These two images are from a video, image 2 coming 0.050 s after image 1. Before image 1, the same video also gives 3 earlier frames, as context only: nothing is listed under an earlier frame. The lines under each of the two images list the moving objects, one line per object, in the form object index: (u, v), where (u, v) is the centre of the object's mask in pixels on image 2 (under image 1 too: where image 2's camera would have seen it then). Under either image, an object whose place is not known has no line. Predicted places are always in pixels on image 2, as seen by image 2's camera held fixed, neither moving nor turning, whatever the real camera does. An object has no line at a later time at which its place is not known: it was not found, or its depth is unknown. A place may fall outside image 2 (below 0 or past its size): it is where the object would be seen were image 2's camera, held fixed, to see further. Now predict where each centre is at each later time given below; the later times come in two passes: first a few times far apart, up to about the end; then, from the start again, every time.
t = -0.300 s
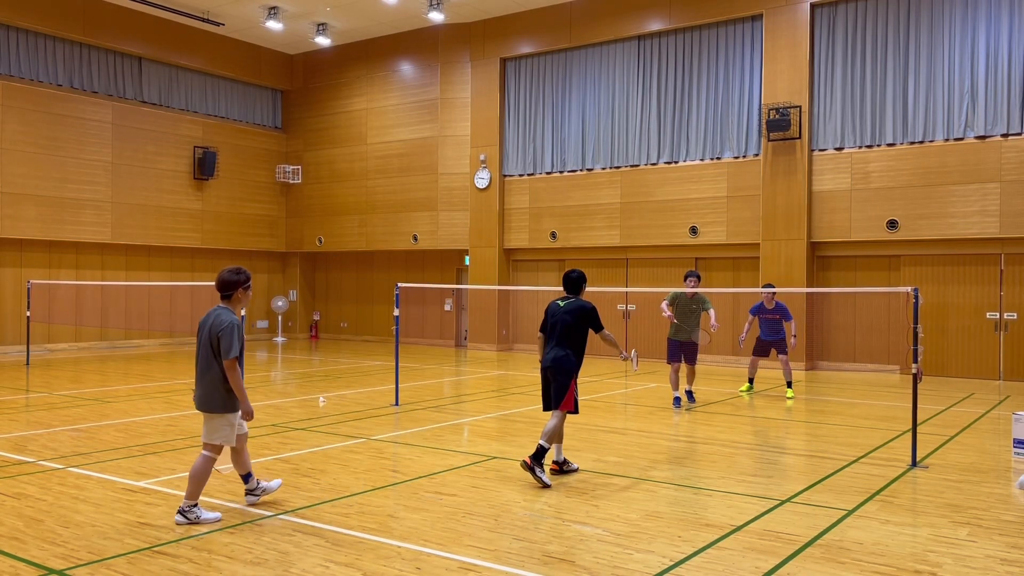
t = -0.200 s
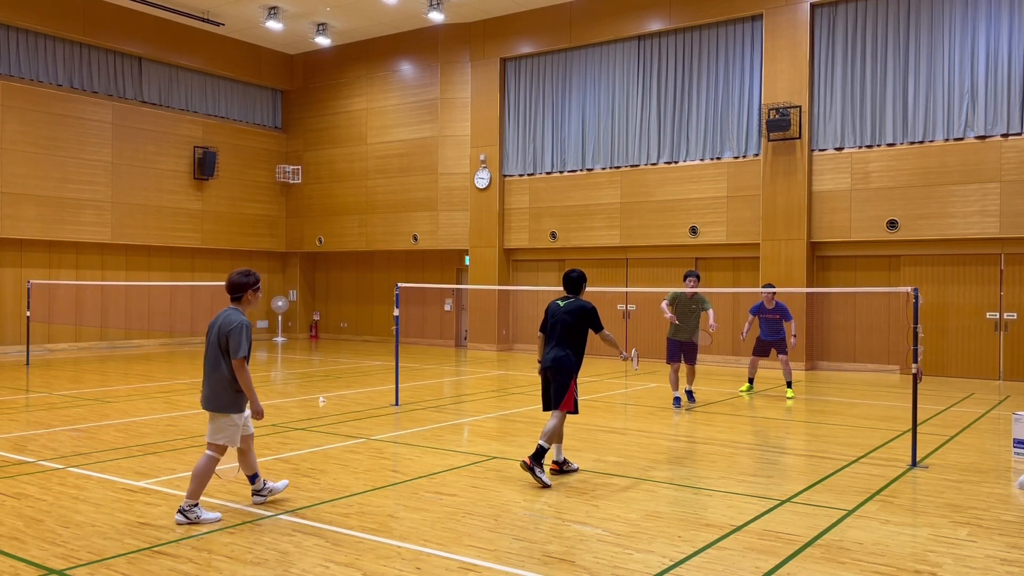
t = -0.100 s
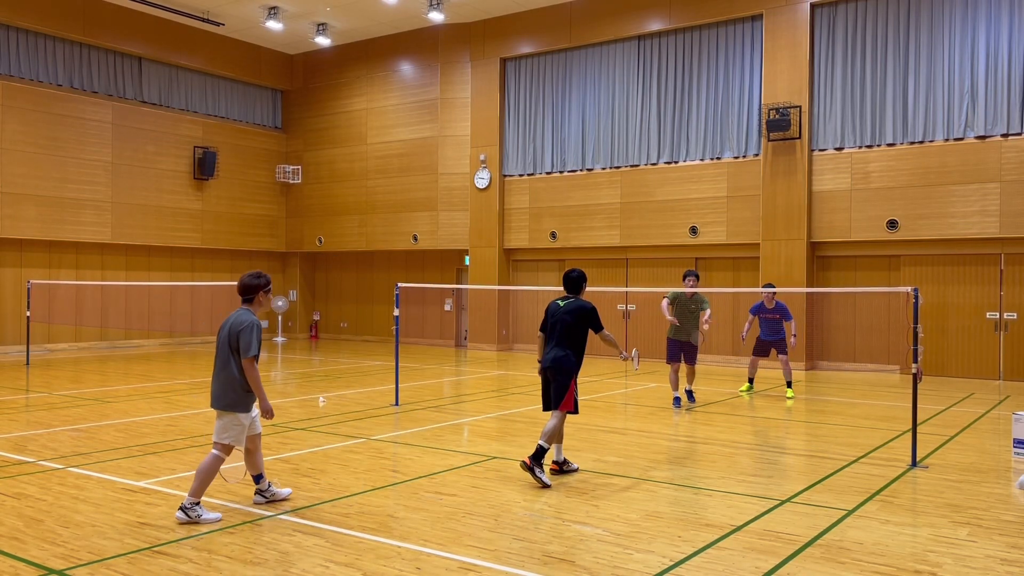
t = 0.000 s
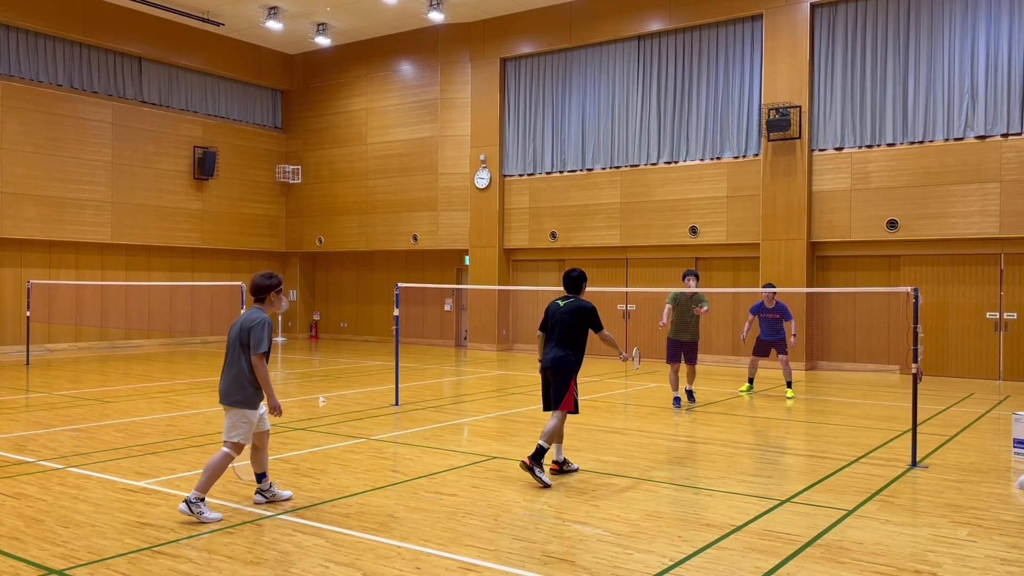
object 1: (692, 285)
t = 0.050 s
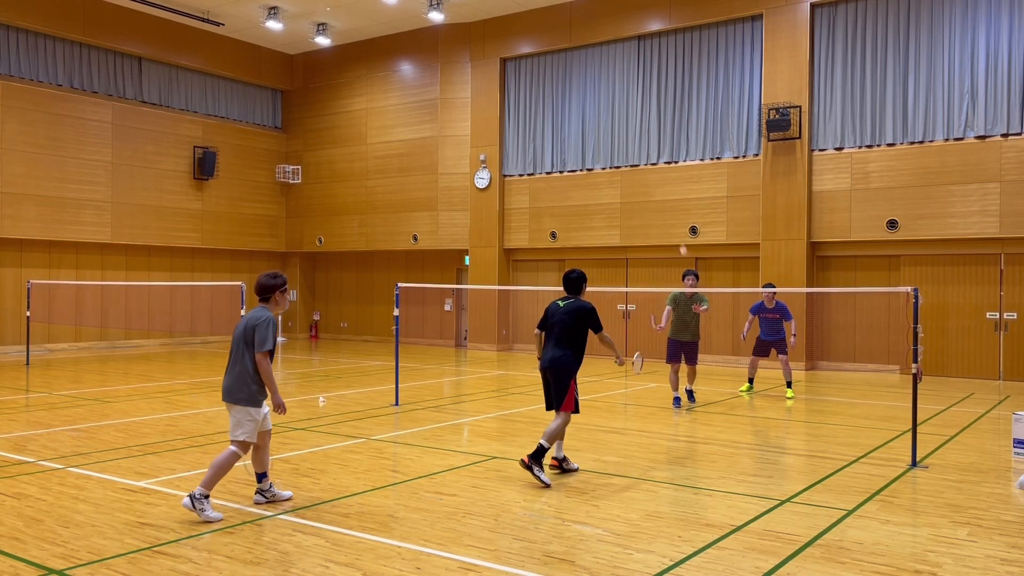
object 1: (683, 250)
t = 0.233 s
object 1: (652, 150)
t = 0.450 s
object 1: (614, 83)
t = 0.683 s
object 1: (567, 77)
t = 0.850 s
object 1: (527, 128)
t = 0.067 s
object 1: (679, 239)
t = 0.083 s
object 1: (677, 229)
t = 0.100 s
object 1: (675, 218)
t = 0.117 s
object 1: (672, 209)
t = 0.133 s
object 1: (669, 199)
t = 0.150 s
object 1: (667, 190)
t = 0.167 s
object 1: (664, 181)
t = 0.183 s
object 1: (661, 174)
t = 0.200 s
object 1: (658, 166)
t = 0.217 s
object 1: (654, 159)
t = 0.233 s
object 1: (652, 150)
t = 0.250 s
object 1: (649, 143)
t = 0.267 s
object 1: (646, 136)
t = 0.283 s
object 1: (643, 130)
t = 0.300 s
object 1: (640, 124)
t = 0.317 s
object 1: (637, 118)
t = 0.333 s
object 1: (635, 113)
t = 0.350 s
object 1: (632, 108)
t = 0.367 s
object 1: (629, 103)
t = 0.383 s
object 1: (626, 98)
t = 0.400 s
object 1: (623, 94)
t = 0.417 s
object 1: (620, 90)
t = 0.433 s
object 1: (617, 86)
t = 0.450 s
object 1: (614, 83)
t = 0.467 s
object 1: (611, 80)
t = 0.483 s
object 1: (608, 78)
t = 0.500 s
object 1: (604, 76)
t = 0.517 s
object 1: (601, 74)
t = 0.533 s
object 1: (598, 73)
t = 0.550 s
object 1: (594, 72)
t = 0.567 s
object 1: (591, 71)
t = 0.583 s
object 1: (588, 71)
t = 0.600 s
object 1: (584, 71)
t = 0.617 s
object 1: (581, 71)
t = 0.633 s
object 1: (577, 72)
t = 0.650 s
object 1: (574, 73)
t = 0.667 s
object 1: (570, 75)
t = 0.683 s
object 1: (567, 77)
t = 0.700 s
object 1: (563, 80)
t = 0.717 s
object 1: (559, 84)
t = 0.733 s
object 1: (555, 88)
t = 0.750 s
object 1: (551, 92)
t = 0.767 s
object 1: (547, 96)
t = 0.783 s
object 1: (543, 101)
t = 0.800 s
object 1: (539, 108)
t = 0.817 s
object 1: (535, 114)
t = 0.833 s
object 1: (531, 121)
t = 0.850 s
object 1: (527, 128)
